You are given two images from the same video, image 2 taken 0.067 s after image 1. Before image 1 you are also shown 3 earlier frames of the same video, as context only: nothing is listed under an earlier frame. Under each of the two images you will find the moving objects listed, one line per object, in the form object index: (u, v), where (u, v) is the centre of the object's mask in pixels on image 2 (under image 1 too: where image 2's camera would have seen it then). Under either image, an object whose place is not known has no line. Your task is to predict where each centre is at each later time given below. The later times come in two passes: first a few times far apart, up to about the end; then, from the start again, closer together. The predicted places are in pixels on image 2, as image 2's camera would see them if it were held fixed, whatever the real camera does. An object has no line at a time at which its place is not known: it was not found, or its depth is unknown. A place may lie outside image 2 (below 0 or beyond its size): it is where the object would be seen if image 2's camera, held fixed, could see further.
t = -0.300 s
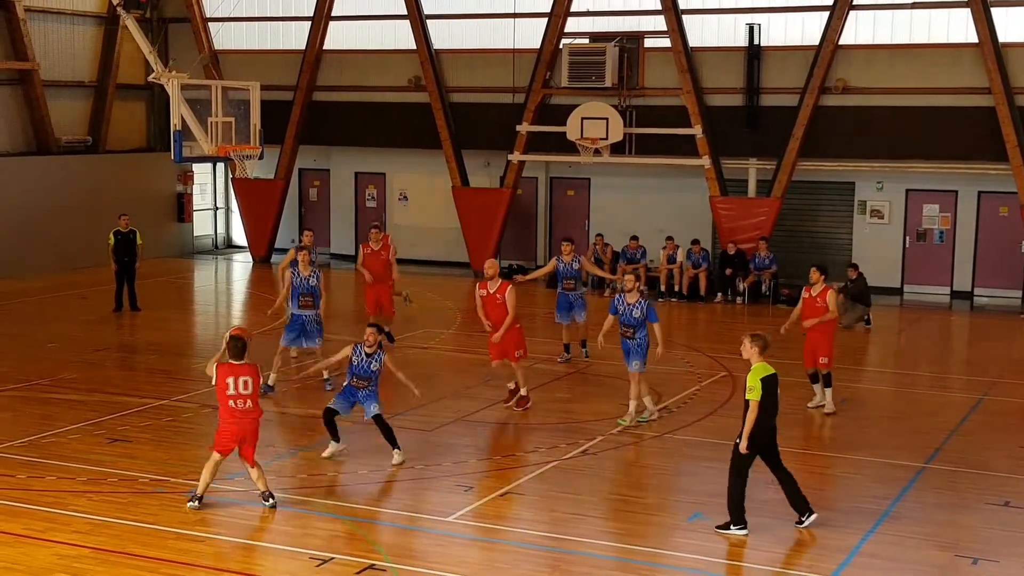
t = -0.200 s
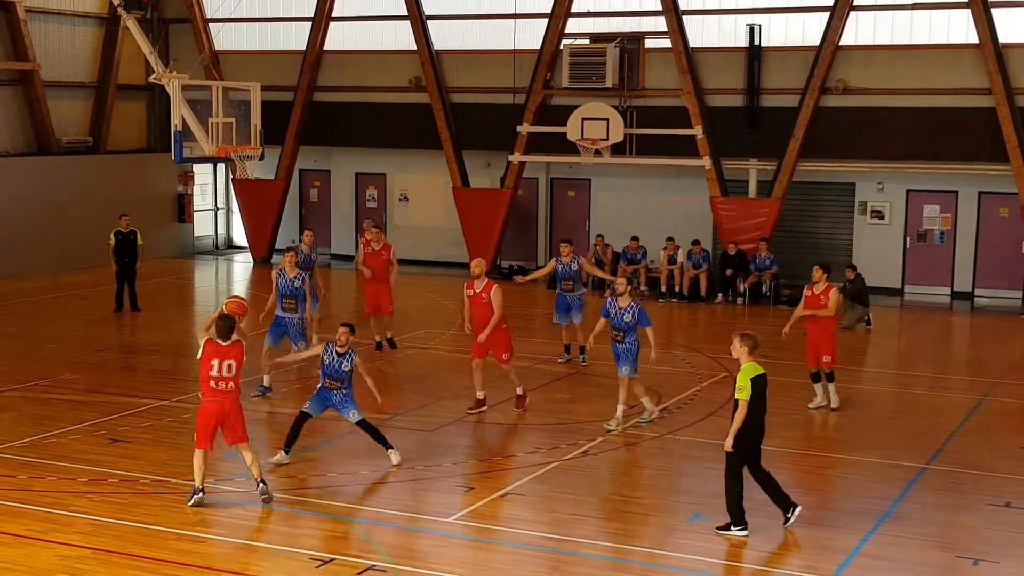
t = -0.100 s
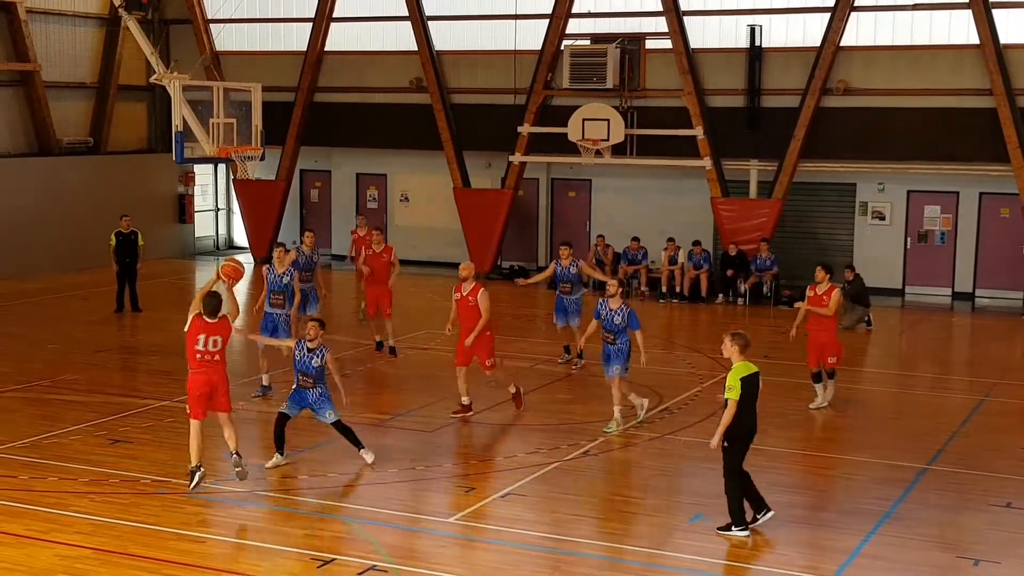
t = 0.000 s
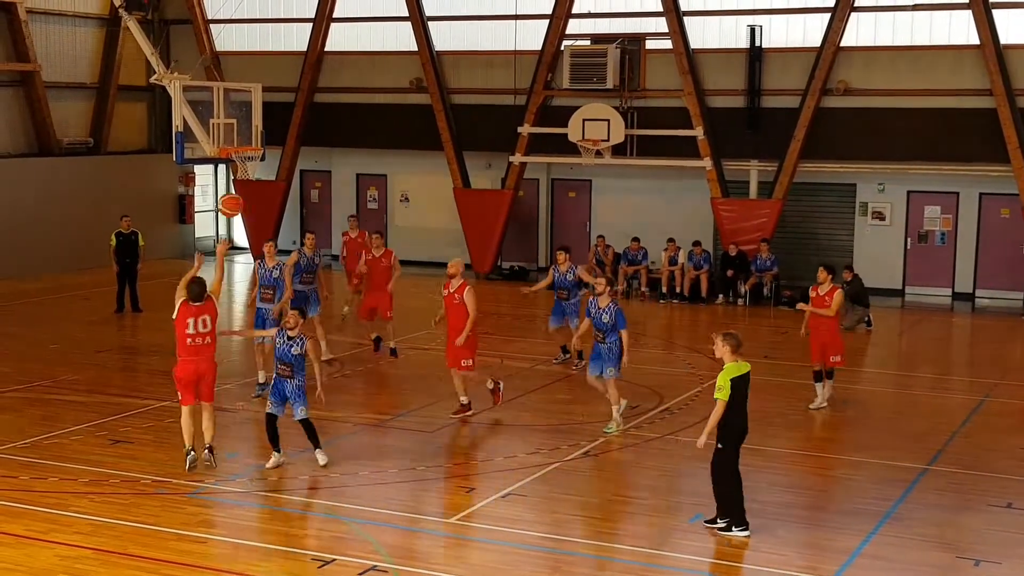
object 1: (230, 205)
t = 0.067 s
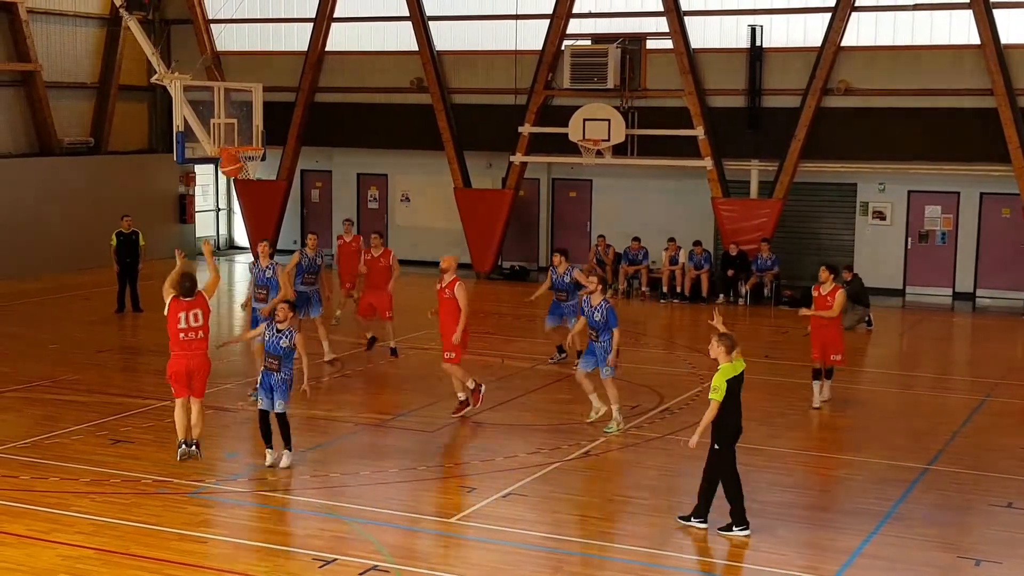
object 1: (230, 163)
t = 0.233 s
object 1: (231, 92)
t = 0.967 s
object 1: (237, 91)
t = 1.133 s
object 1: (240, 141)
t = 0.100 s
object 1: (230, 148)
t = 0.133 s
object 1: (231, 132)
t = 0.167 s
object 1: (231, 117)
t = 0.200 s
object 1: (230, 104)
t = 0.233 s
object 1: (231, 92)
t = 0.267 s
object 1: (231, 81)
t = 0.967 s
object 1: (237, 91)
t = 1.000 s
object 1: (237, 100)
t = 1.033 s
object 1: (238, 110)
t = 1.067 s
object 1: (238, 120)
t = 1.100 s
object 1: (239, 131)
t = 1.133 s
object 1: (240, 141)
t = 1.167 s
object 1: (242, 141)
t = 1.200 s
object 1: (245, 142)
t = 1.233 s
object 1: (249, 138)
